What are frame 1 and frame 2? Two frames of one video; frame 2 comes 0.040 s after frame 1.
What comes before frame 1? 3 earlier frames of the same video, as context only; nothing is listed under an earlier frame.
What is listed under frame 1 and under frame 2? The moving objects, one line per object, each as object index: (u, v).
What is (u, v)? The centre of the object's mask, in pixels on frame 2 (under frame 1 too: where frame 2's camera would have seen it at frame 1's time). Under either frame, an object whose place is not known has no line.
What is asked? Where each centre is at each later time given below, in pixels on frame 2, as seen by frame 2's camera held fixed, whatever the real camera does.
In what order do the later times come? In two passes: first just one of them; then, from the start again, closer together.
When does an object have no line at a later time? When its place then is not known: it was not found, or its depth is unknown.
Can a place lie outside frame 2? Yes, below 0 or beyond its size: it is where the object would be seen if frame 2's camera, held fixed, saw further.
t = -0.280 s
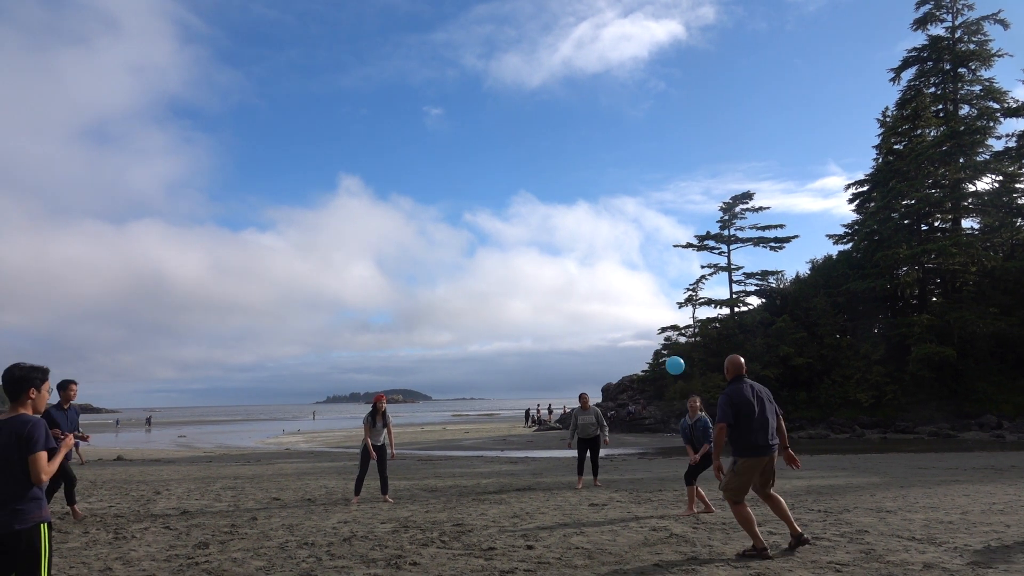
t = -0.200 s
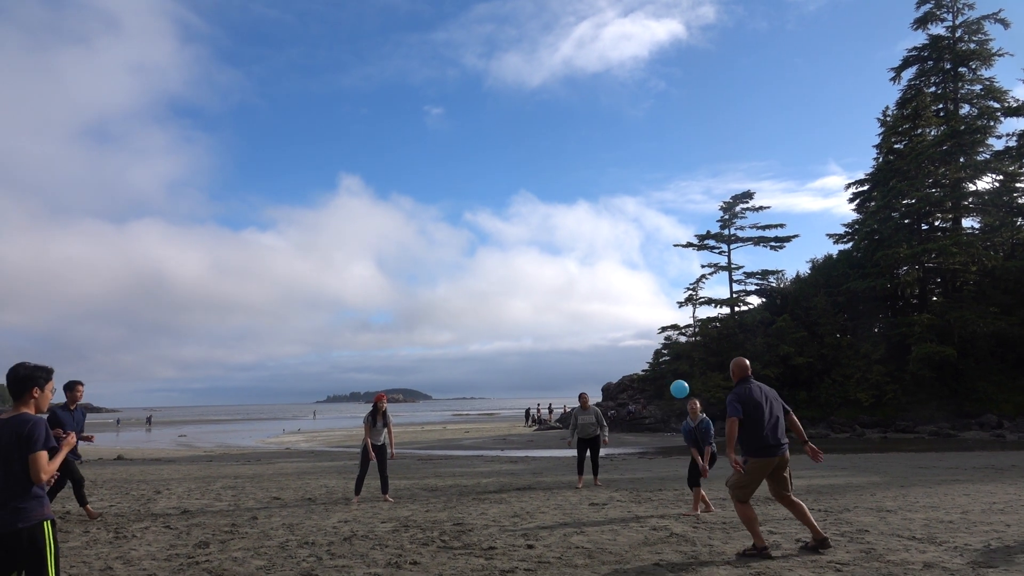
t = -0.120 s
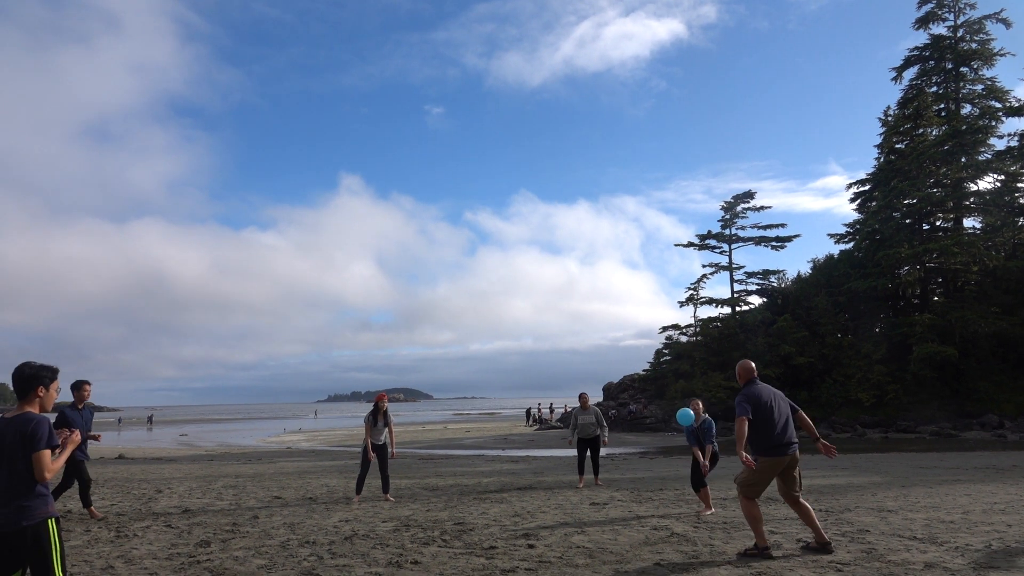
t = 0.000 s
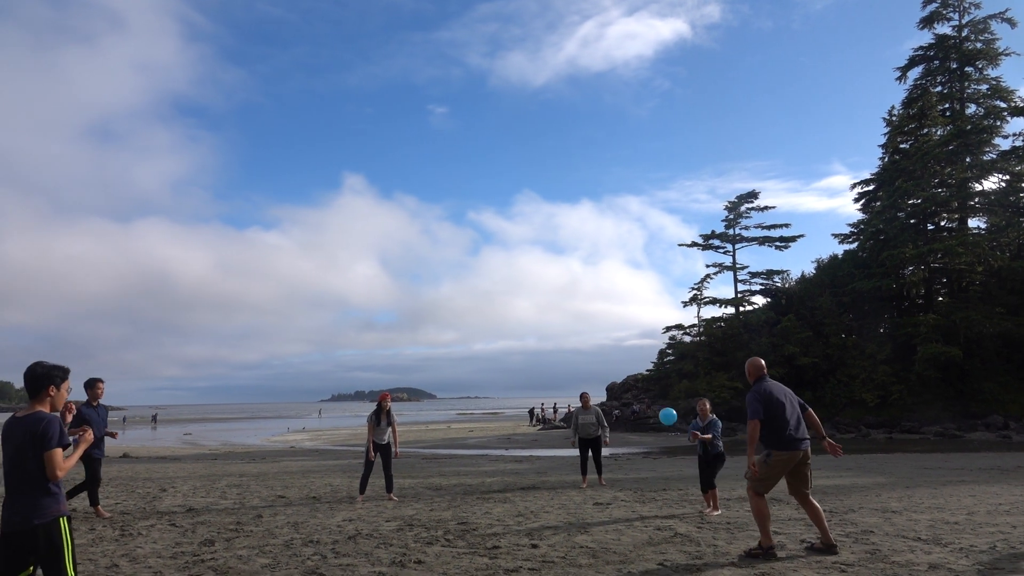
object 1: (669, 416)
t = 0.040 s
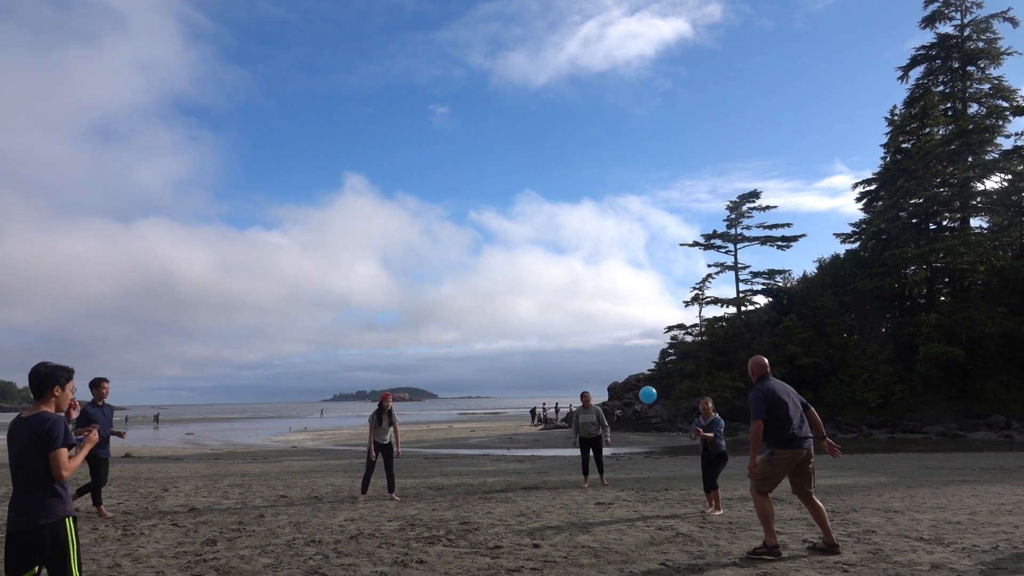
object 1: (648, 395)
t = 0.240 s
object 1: (562, 317)
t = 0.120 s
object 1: (609, 358)
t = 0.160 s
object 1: (592, 343)
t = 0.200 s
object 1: (576, 330)
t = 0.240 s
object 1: (562, 317)
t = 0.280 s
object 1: (549, 307)
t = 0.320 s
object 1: (538, 296)
